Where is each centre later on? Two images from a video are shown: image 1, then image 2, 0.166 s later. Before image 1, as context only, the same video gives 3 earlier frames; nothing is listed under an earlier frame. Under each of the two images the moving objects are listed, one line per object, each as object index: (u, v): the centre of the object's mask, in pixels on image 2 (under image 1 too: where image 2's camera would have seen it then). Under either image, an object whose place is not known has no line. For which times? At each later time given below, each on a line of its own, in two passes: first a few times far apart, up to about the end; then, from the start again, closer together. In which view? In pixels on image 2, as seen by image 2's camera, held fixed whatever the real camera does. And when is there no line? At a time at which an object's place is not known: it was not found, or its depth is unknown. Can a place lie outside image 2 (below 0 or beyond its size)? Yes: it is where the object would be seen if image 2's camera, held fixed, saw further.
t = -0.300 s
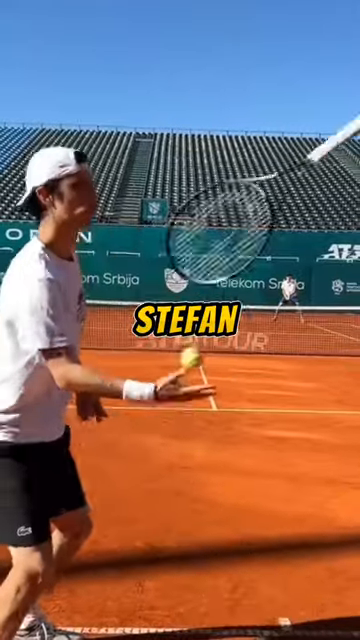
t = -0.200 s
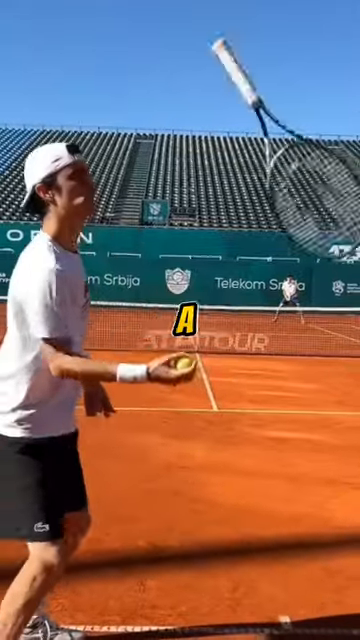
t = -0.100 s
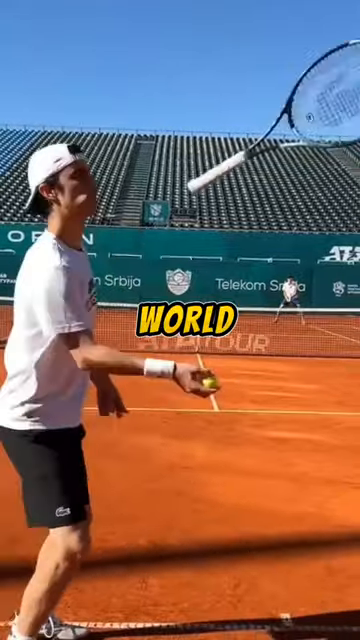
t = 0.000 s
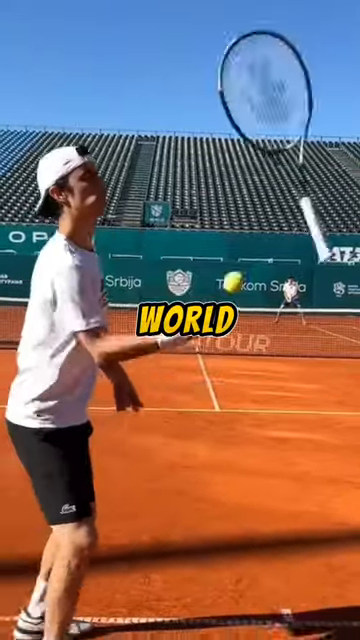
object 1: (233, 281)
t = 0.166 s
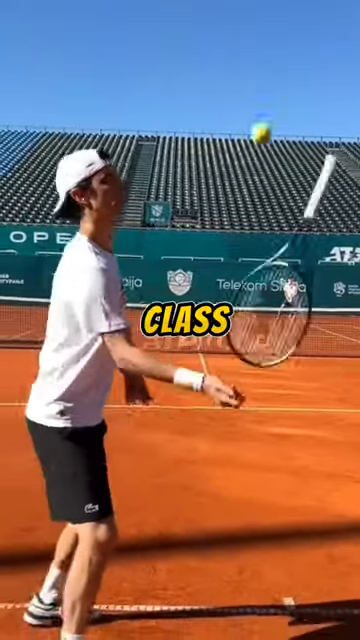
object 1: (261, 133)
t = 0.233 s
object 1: (270, 98)
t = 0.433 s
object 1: (288, 74)
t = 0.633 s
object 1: (297, 155)
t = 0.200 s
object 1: (265, 114)
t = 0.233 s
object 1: (270, 98)
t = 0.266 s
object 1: (274, 86)
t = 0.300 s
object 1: (277, 77)
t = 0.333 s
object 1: (280, 72)
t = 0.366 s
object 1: (283, 70)
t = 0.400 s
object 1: (286, 70)
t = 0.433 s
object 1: (288, 74)
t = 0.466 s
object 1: (291, 81)
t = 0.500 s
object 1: (293, 90)
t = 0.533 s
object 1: (295, 102)
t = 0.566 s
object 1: (296, 117)
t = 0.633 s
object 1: (297, 155)
